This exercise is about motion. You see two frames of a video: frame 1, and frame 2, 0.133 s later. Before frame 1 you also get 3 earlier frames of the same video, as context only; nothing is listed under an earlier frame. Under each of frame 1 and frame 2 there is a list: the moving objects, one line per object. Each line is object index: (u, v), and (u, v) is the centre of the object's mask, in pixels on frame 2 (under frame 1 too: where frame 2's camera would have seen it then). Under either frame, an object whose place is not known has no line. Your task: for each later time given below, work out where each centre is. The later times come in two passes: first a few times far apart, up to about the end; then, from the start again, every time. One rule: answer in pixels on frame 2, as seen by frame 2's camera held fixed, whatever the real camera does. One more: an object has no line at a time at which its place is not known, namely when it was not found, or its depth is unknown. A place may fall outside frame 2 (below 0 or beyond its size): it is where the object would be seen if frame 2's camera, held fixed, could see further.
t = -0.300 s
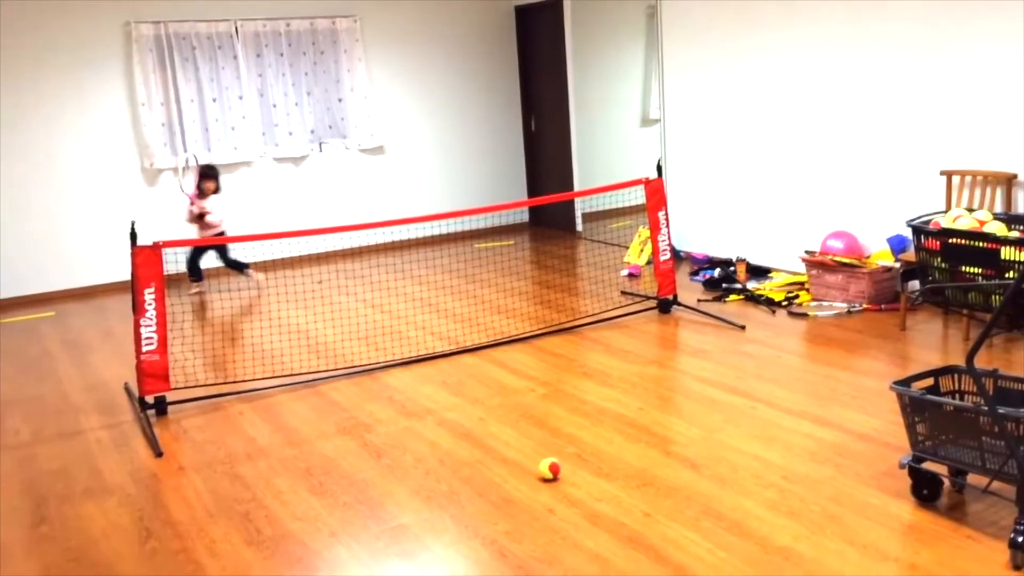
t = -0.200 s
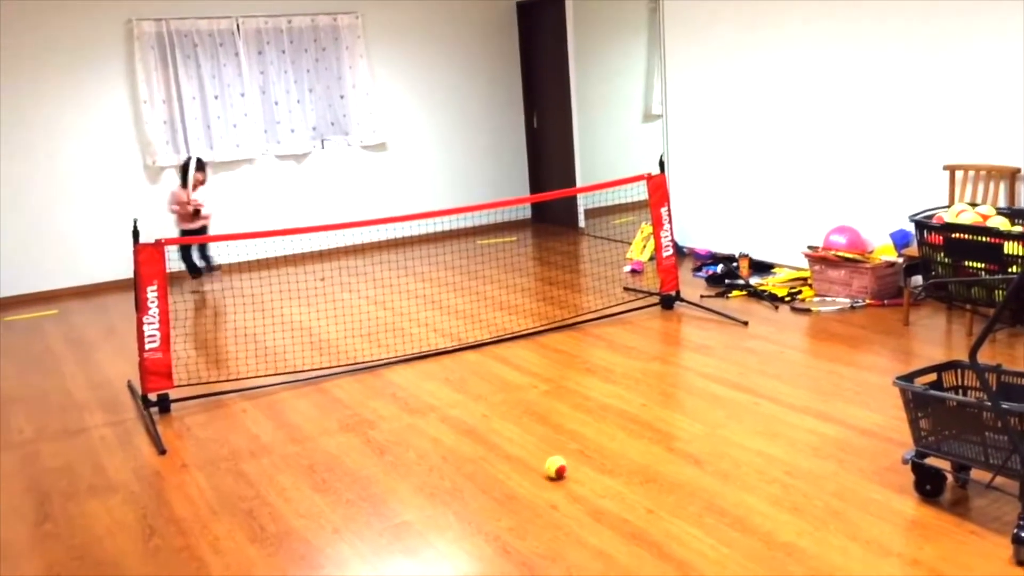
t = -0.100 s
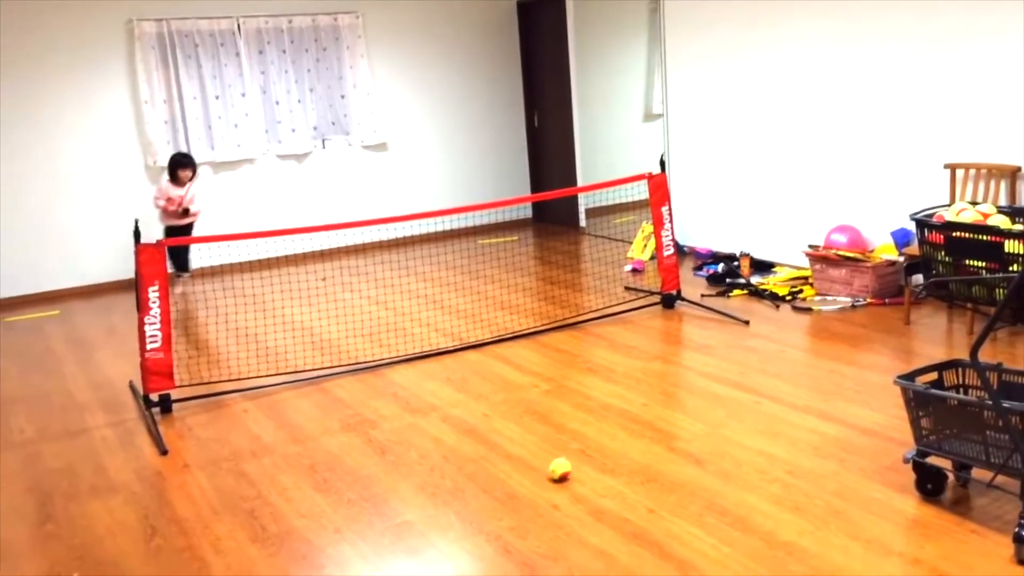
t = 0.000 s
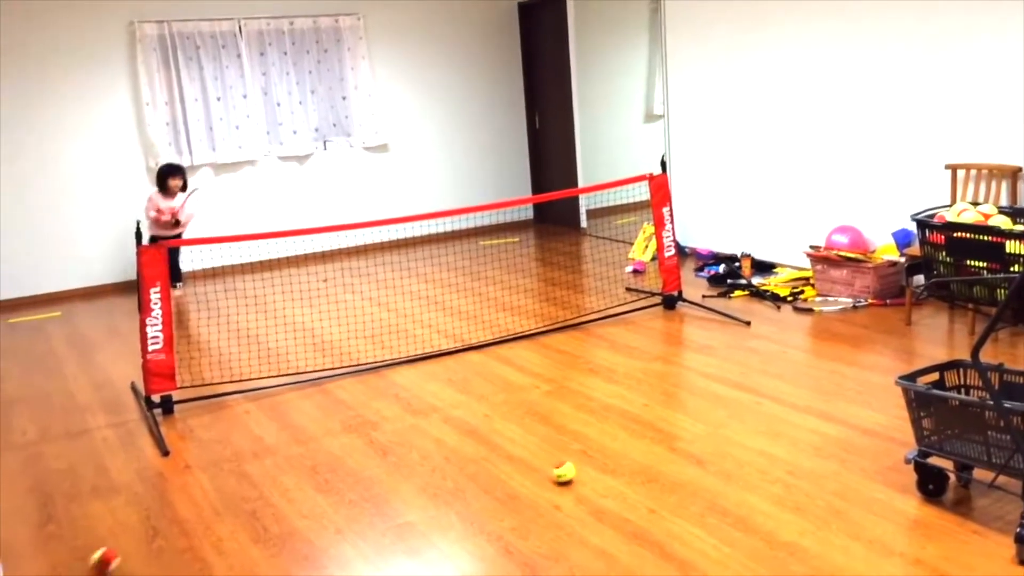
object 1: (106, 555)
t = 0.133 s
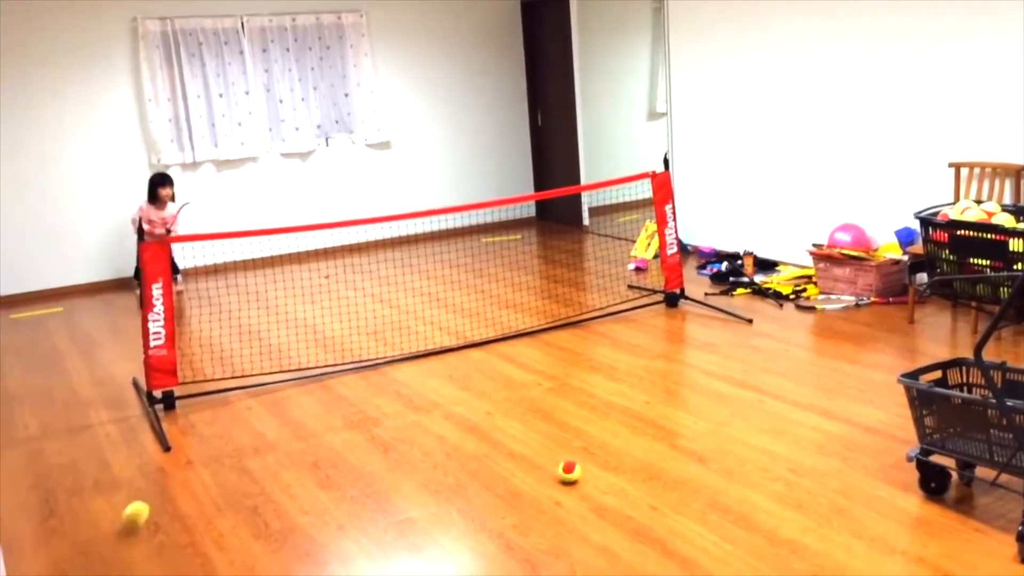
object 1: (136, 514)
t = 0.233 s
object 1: (155, 492)
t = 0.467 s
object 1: (191, 447)
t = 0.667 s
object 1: (218, 417)
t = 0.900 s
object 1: (246, 385)
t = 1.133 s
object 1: (306, 386)
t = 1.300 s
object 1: (341, 383)
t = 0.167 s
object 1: (142, 511)
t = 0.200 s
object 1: (148, 503)
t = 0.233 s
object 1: (155, 492)
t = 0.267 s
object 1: (160, 485)
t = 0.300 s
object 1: (166, 480)
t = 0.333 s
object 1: (171, 471)
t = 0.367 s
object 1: (176, 466)
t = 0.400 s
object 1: (183, 460)
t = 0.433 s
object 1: (186, 454)
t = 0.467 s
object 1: (191, 447)
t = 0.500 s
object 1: (197, 442)
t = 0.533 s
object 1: (200, 436)
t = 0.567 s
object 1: (205, 432)
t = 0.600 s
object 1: (210, 426)
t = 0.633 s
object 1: (213, 421)
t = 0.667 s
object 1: (218, 417)
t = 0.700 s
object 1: (223, 411)
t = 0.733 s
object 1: (225, 408)
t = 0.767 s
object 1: (229, 403)
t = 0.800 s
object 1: (233, 399)
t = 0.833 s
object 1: (236, 395)
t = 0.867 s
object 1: (239, 391)
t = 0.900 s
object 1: (246, 385)
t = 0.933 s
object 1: (253, 378)
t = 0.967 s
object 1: (260, 375)
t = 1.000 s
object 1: (268, 374)
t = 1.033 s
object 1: (280, 375)
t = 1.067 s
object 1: (289, 377)
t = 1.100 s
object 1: (298, 384)
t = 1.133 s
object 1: (306, 386)
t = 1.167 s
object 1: (314, 379)
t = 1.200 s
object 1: (321, 378)
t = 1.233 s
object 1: (327, 378)
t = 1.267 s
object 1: (336, 379)
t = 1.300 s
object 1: (341, 383)
